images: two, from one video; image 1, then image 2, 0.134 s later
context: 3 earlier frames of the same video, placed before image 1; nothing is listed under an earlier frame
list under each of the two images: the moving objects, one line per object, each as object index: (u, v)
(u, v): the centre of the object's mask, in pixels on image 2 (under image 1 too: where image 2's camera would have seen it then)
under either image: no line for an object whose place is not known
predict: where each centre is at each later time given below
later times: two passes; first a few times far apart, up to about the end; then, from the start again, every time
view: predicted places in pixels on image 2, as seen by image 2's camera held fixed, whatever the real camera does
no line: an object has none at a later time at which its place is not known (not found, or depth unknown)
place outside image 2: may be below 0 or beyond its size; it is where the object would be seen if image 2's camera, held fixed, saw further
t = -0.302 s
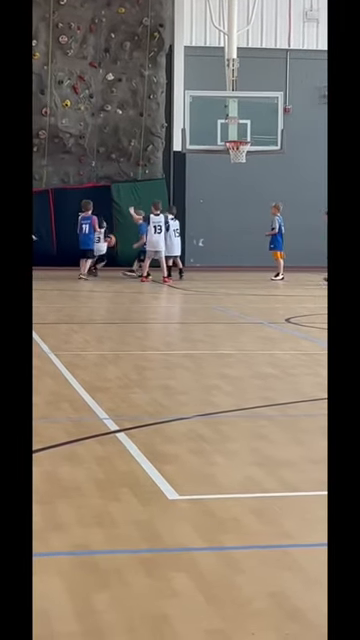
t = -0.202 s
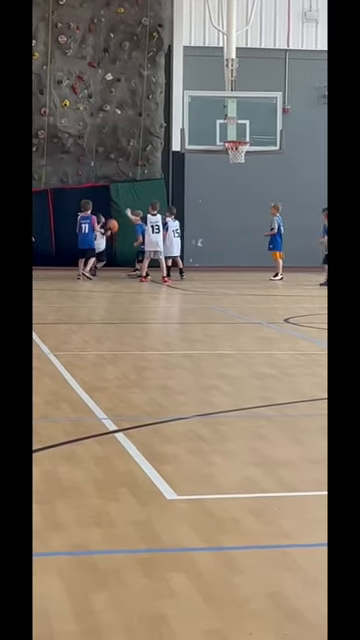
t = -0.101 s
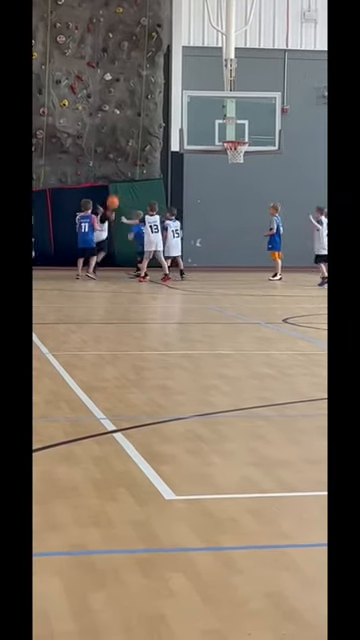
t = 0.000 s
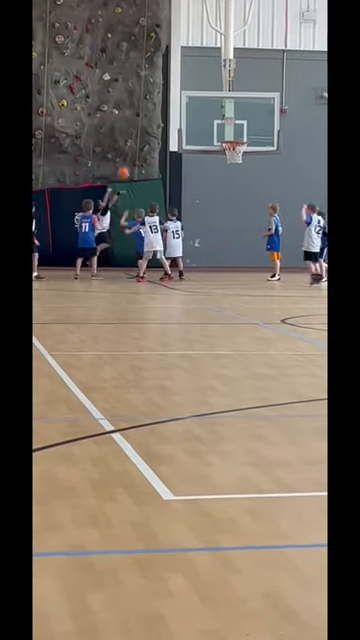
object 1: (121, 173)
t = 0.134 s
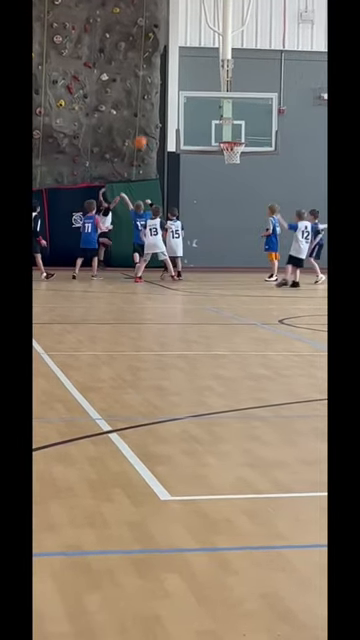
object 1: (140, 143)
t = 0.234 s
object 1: (155, 123)
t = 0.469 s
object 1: (187, 106)
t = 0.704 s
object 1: (218, 116)
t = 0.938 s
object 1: (232, 140)
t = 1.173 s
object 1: (233, 147)
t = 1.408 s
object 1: (233, 164)
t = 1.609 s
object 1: (225, 182)
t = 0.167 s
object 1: (145, 136)
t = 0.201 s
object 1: (149, 130)
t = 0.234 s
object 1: (155, 123)
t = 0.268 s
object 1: (160, 120)
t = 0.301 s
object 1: (164, 116)
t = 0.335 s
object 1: (168, 113)
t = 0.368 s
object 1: (173, 110)
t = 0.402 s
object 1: (177, 108)
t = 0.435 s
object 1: (182, 106)
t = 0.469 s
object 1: (187, 106)
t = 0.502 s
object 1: (191, 106)
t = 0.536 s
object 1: (196, 106)
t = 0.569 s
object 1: (200, 107)
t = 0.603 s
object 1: (205, 108)
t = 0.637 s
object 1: (209, 110)
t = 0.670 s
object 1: (214, 113)
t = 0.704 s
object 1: (218, 116)
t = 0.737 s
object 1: (222, 120)
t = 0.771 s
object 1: (228, 126)
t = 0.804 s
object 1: (232, 131)
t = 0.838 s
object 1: (236, 136)
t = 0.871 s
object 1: (237, 139)
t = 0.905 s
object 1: (235, 139)
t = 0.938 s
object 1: (232, 140)
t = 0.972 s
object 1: (231, 140)
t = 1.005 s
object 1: (231, 140)
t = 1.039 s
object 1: (232, 144)
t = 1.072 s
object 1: (230, 148)
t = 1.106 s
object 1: (232, 148)
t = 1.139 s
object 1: (233, 151)
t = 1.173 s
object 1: (233, 147)
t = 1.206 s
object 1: (235, 160)
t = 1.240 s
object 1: (236, 161)
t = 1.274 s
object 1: (235, 161)
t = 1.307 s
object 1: (234, 162)
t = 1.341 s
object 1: (233, 162)
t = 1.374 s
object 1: (233, 162)
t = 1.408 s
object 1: (233, 164)
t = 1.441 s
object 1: (231, 165)
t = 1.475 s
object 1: (230, 167)
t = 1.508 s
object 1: (229, 169)
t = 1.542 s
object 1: (229, 172)
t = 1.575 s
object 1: (227, 177)
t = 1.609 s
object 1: (225, 182)
